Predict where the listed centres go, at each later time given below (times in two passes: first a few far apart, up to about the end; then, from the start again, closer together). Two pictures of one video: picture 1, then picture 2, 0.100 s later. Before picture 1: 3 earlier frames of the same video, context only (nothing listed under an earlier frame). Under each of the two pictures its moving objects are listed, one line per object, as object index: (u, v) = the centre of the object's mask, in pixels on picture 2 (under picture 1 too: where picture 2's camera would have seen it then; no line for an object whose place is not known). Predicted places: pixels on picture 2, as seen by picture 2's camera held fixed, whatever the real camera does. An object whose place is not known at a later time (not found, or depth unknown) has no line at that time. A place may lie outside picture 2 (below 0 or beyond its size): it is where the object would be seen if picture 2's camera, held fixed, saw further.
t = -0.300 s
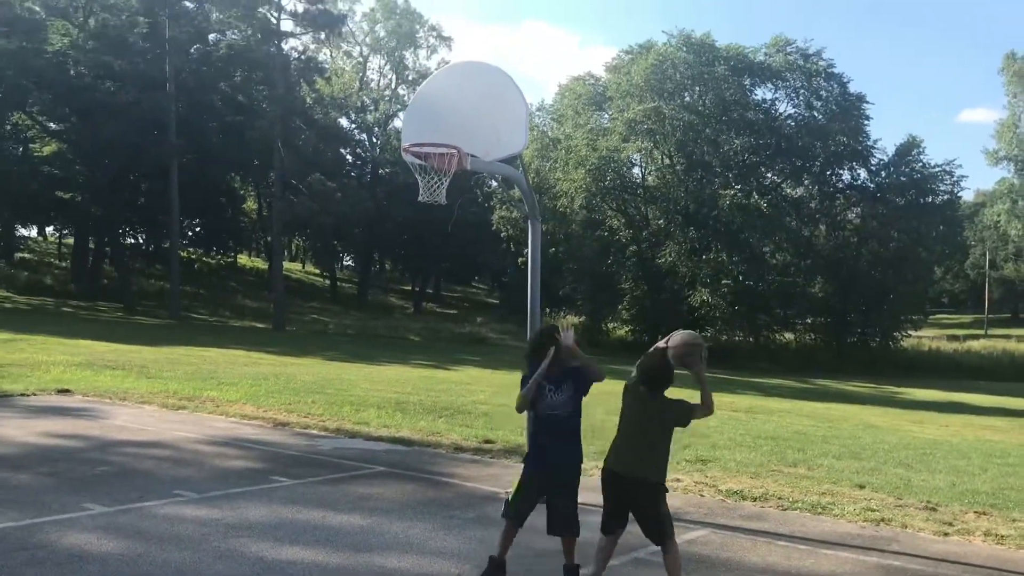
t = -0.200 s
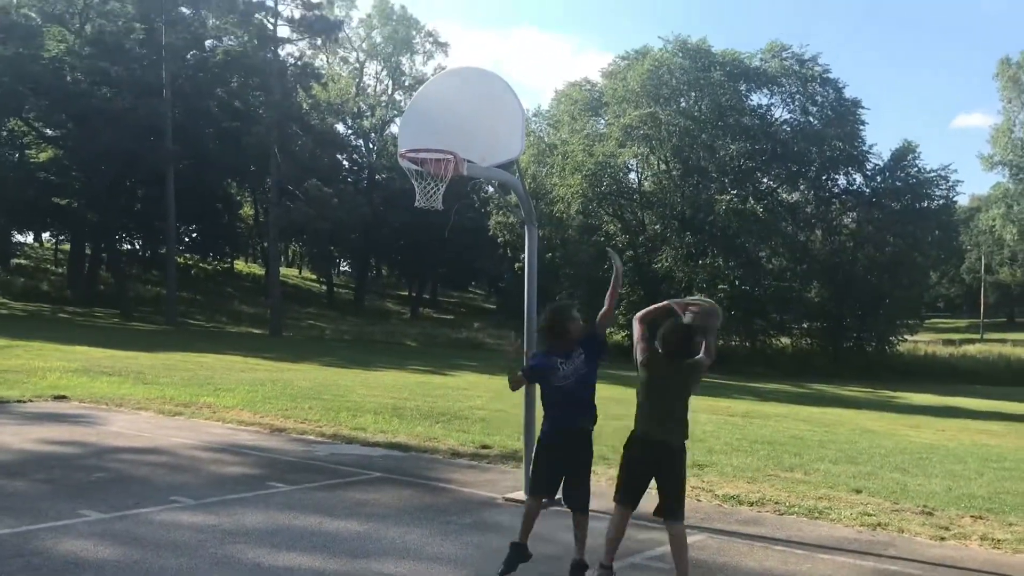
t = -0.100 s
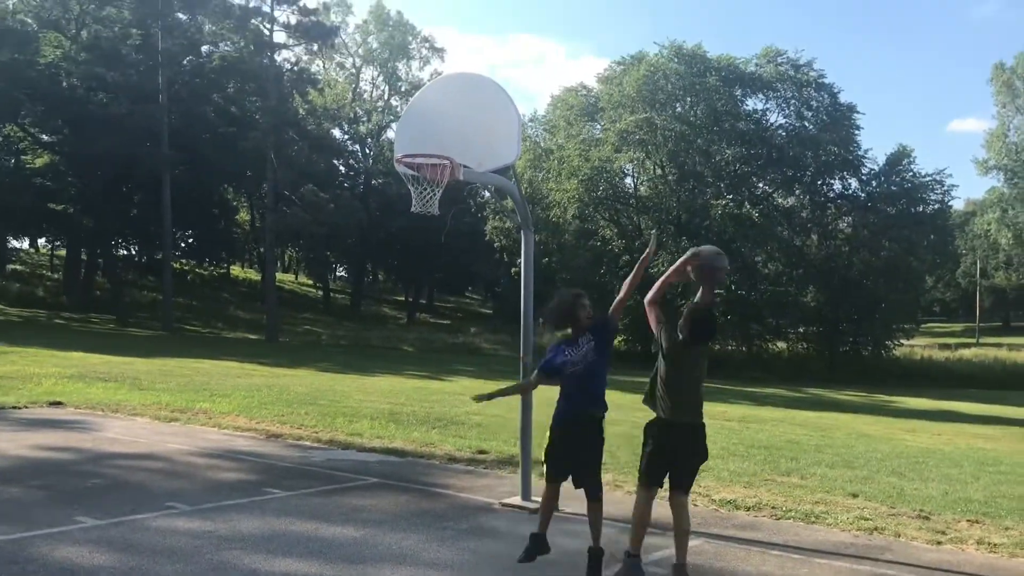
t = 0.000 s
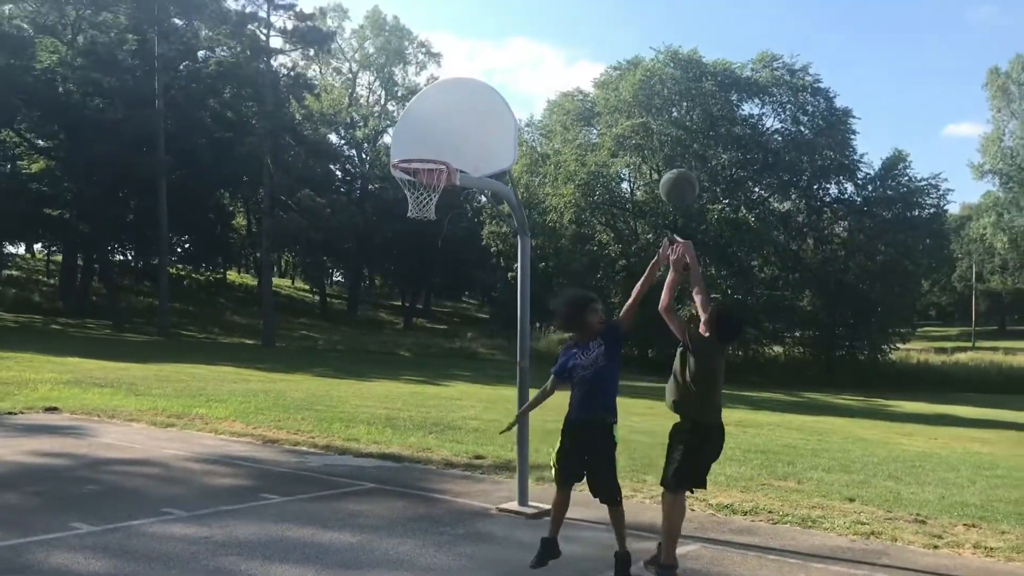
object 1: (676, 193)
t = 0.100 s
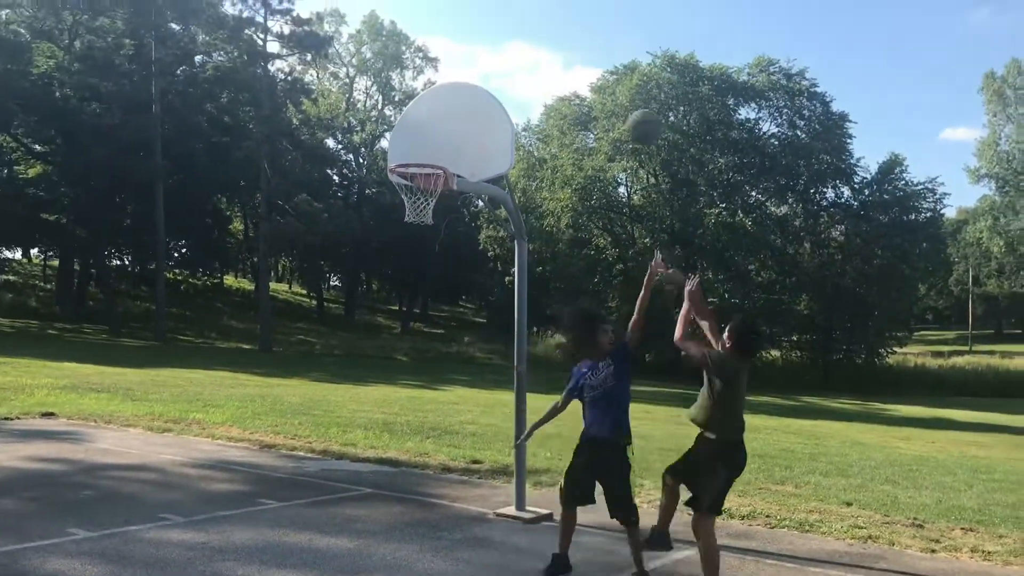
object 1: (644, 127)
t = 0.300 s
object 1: (585, 56)
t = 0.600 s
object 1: (510, 61)
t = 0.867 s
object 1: (454, 154)
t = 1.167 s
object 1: (517, 121)
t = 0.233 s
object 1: (604, 72)
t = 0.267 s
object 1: (595, 64)
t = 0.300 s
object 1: (585, 56)
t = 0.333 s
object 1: (576, 50)
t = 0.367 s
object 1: (567, 47)
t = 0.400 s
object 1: (559, 44)
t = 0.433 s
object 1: (550, 44)
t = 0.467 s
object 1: (542, 44)
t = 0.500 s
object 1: (533, 46)
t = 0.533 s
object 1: (525, 50)
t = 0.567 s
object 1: (517, 55)
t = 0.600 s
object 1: (510, 61)
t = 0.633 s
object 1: (502, 68)
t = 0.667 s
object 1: (495, 77)
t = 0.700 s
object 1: (488, 87)
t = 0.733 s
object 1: (481, 98)
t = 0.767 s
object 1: (474, 111)
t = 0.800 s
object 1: (468, 125)
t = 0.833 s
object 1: (461, 139)
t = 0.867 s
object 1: (454, 154)
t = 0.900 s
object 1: (460, 154)
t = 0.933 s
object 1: (474, 147)
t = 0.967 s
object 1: (488, 141)
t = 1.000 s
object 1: (497, 135)
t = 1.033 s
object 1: (501, 130)
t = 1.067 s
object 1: (505, 126)
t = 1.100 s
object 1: (509, 123)
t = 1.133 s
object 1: (514, 122)
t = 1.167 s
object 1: (517, 121)
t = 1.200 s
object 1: (522, 122)
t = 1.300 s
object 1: (535, 134)
